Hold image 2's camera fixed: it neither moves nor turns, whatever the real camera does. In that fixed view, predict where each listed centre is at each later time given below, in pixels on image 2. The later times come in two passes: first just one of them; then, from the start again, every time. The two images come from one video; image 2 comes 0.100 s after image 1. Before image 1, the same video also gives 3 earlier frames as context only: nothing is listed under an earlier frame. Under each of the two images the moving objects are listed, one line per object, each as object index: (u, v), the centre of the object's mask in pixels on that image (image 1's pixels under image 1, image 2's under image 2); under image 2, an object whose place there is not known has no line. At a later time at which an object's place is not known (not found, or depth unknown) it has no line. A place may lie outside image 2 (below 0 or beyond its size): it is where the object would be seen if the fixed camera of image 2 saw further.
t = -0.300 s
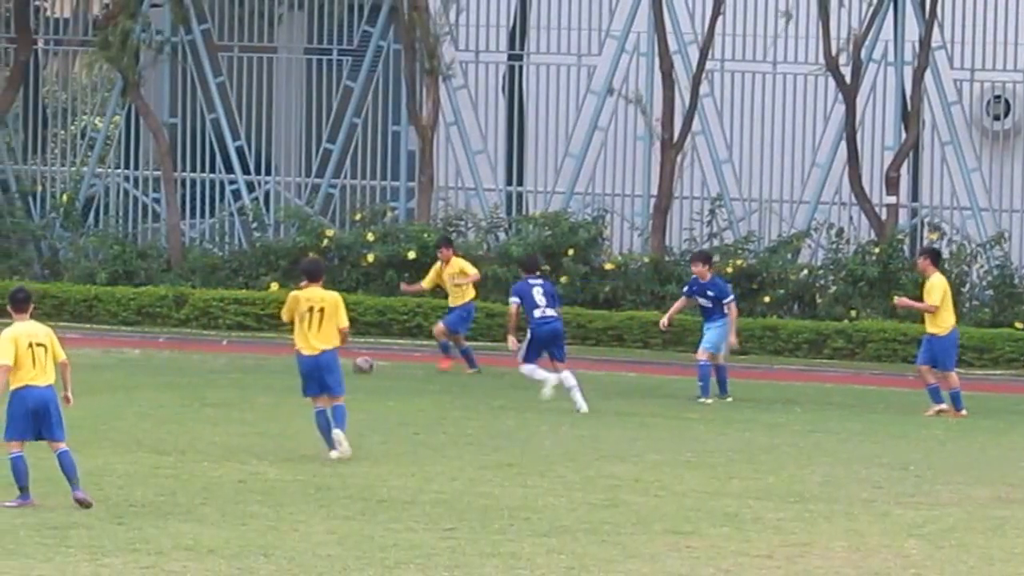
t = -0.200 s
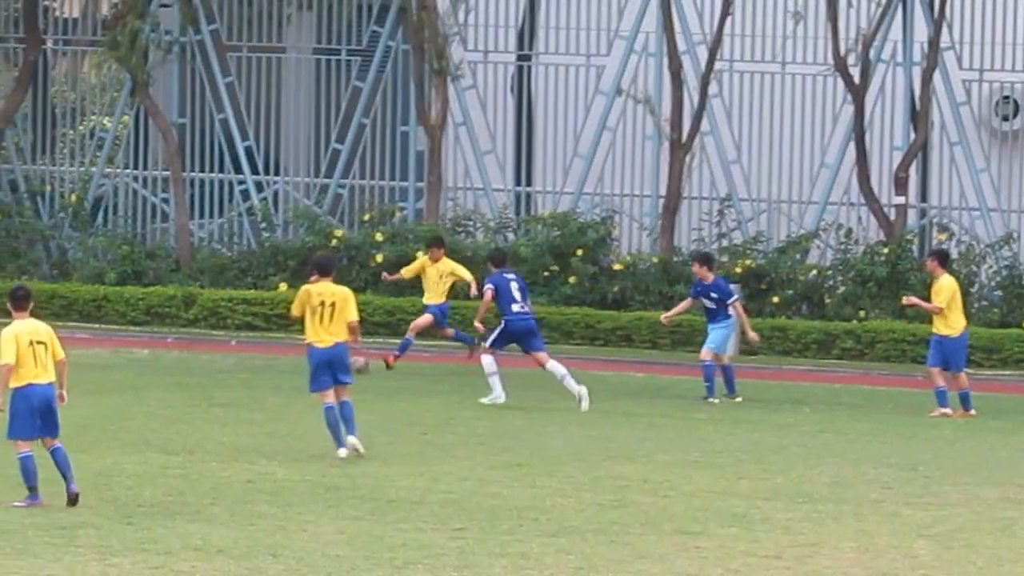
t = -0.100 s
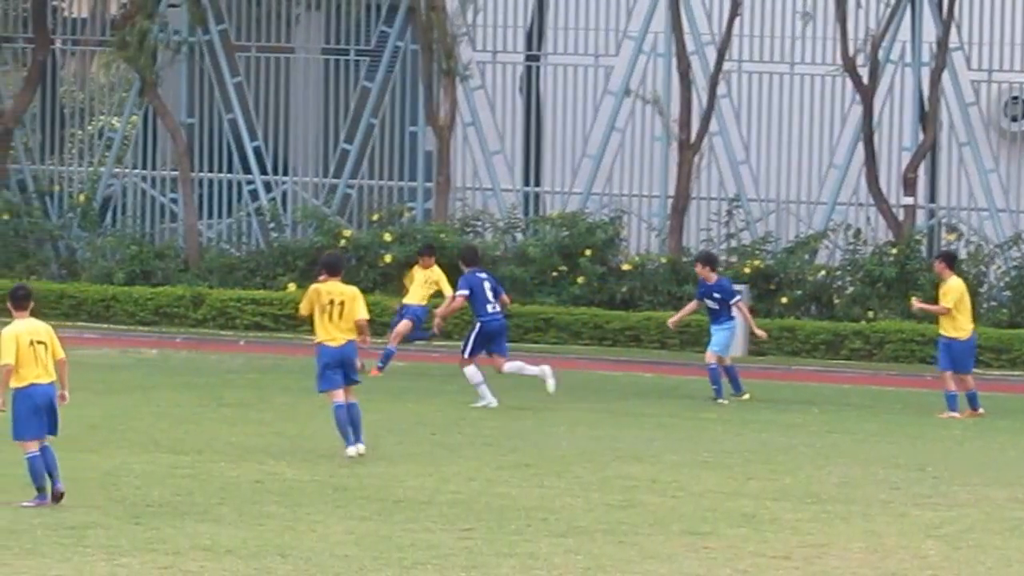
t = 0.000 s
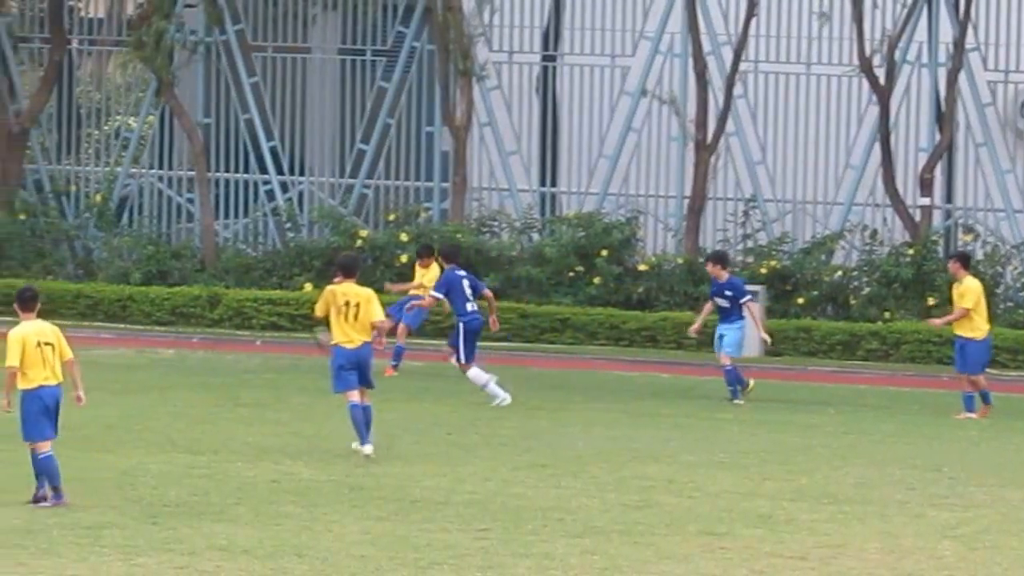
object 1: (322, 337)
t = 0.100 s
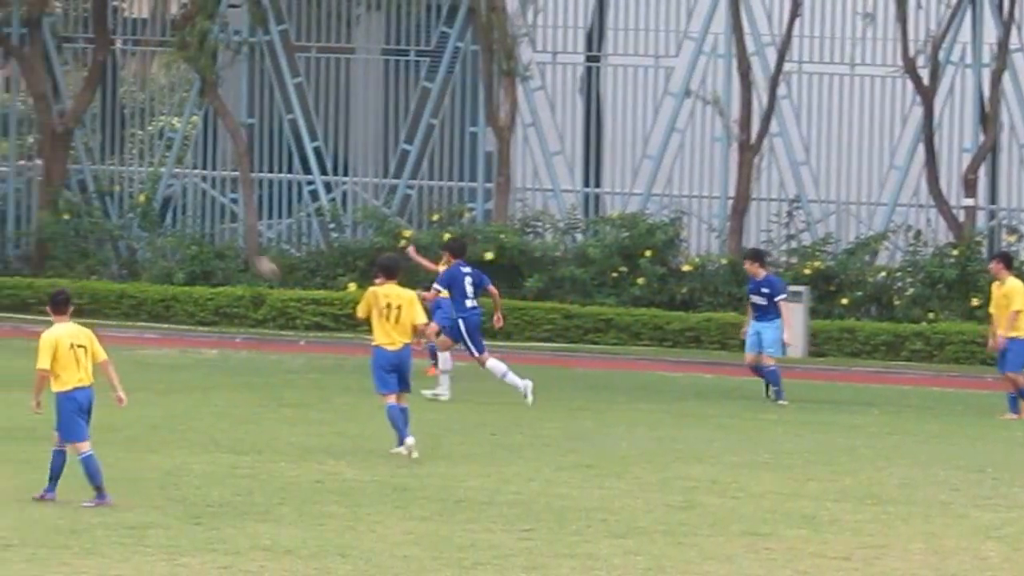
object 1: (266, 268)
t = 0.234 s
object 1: (134, 185)
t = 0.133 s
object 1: (233, 245)
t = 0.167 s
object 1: (198, 223)
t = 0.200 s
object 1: (166, 204)
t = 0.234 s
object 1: (134, 185)
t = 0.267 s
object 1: (104, 163)
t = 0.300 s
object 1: (68, 144)
